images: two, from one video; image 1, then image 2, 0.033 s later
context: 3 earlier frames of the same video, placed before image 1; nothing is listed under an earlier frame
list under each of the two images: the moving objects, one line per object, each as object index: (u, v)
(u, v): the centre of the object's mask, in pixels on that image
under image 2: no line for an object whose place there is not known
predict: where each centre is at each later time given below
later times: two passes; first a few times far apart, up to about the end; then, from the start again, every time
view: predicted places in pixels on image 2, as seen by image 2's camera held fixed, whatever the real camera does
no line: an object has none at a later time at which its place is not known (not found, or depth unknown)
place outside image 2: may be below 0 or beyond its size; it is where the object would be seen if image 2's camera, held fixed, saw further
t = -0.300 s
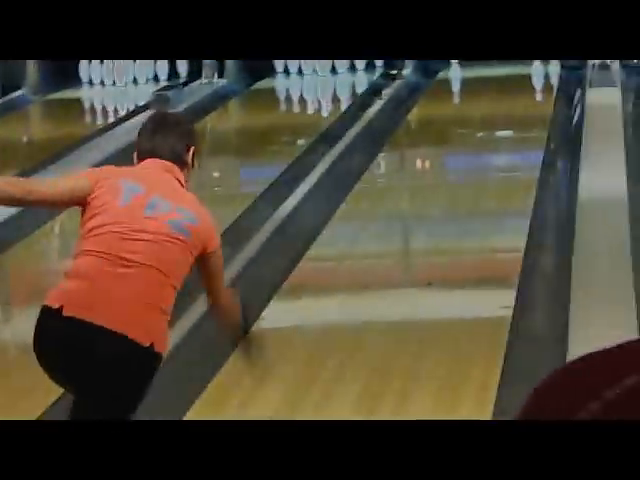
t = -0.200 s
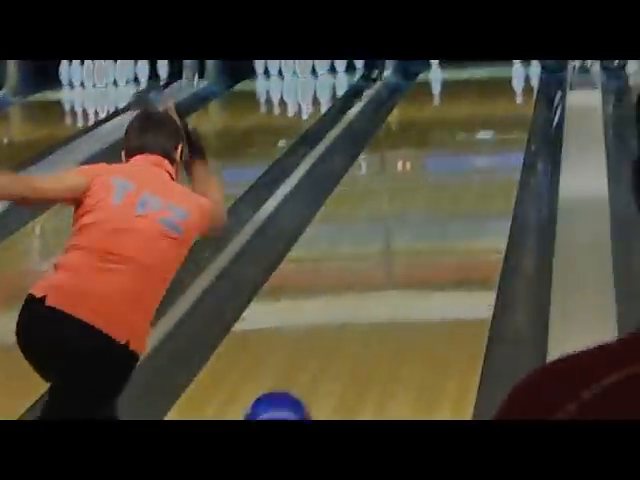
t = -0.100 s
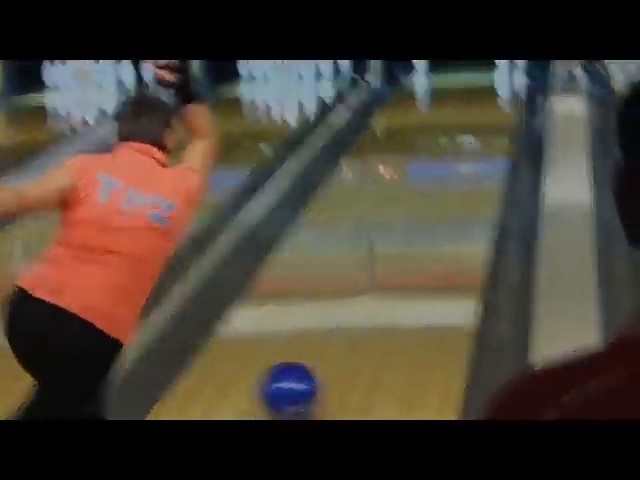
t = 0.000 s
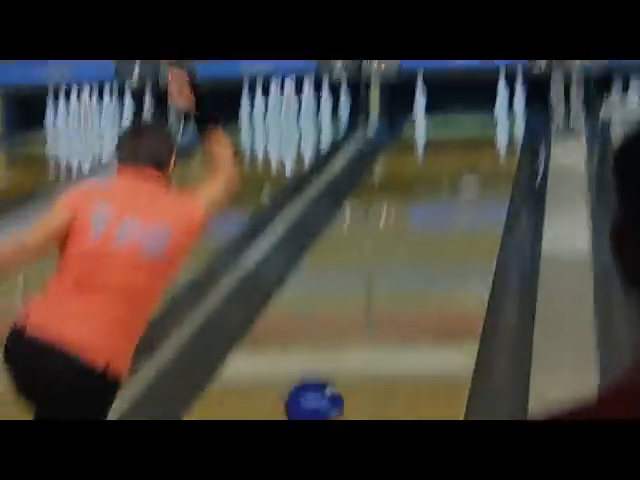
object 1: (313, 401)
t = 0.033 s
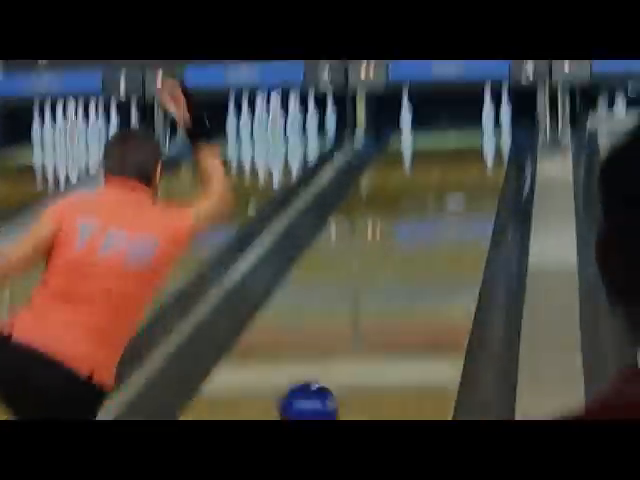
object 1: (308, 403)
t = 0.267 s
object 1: (356, 352)
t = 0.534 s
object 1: (397, 301)
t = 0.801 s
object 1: (429, 260)
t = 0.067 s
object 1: (316, 397)
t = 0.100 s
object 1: (324, 393)
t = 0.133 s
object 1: (331, 385)
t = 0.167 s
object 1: (337, 375)
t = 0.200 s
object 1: (344, 367)
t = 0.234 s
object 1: (351, 359)
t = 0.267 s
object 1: (356, 352)
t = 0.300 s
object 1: (361, 345)
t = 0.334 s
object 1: (367, 339)
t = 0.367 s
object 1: (372, 333)
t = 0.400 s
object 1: (378, 325)
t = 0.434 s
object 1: (383, 319)
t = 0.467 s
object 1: (388, 312)
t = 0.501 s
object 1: (393, 306)
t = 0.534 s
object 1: (397, 301)
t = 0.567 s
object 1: (402, 295)
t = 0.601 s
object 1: (406, 289)
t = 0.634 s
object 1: (410, 284)
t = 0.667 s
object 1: (414, 279)
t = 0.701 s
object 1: (417, 275)
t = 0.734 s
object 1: (421, 270)
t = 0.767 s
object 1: (426, 265)
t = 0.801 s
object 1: (429, 260)
